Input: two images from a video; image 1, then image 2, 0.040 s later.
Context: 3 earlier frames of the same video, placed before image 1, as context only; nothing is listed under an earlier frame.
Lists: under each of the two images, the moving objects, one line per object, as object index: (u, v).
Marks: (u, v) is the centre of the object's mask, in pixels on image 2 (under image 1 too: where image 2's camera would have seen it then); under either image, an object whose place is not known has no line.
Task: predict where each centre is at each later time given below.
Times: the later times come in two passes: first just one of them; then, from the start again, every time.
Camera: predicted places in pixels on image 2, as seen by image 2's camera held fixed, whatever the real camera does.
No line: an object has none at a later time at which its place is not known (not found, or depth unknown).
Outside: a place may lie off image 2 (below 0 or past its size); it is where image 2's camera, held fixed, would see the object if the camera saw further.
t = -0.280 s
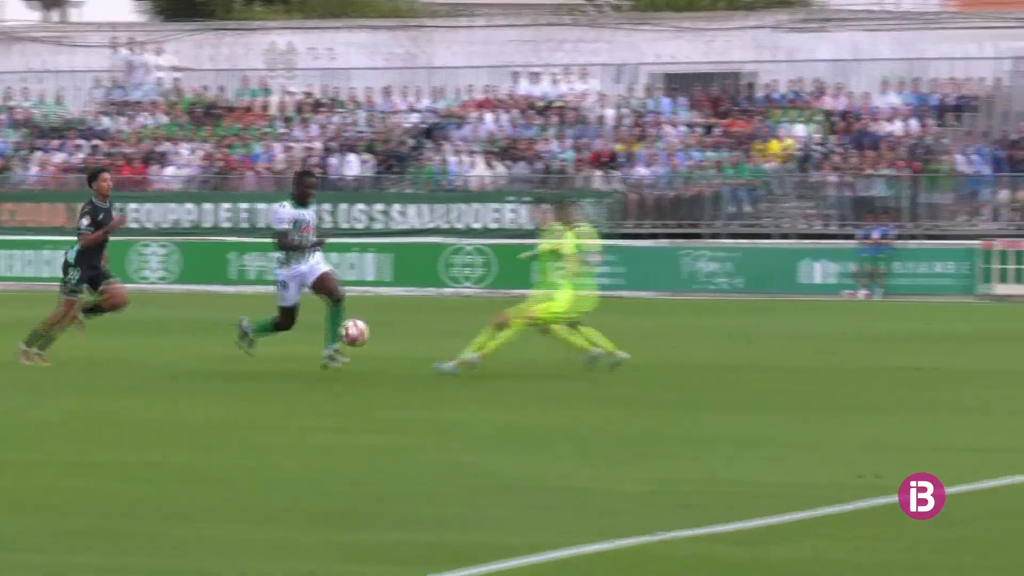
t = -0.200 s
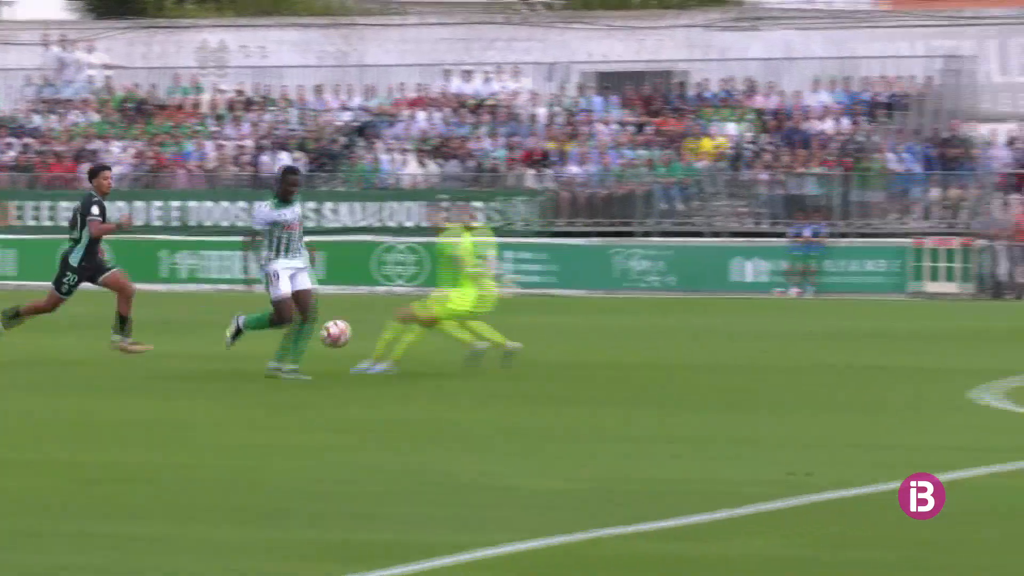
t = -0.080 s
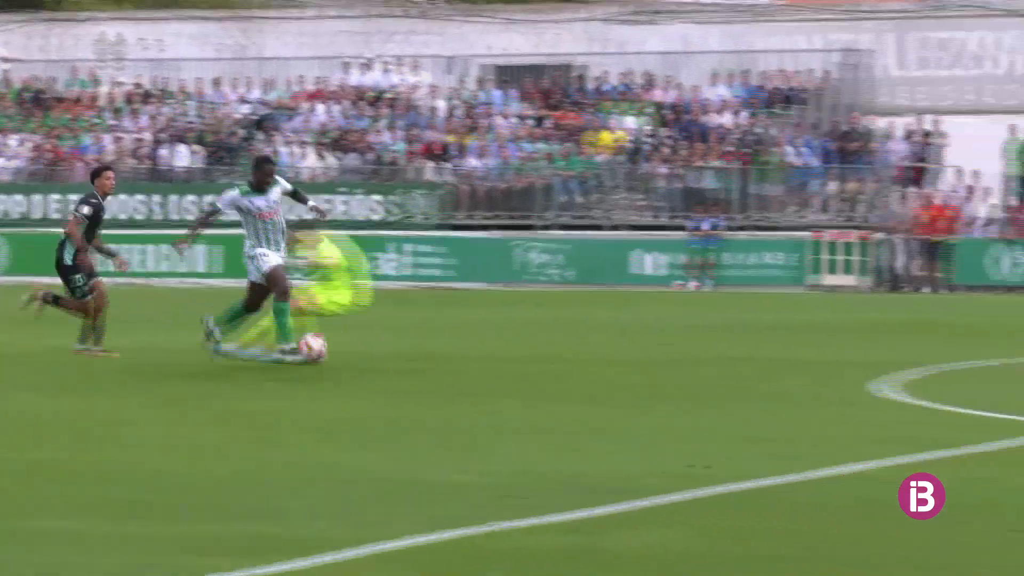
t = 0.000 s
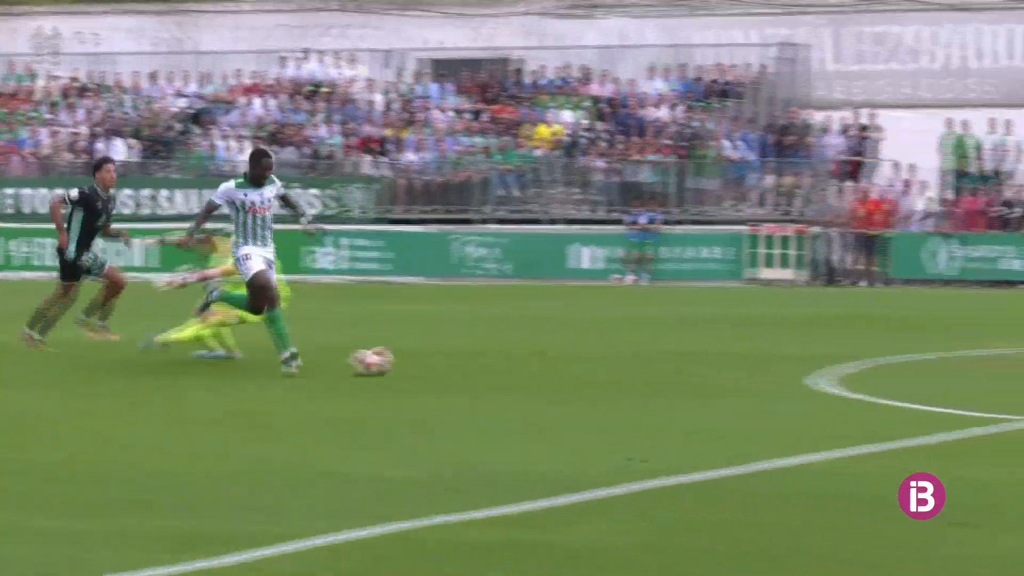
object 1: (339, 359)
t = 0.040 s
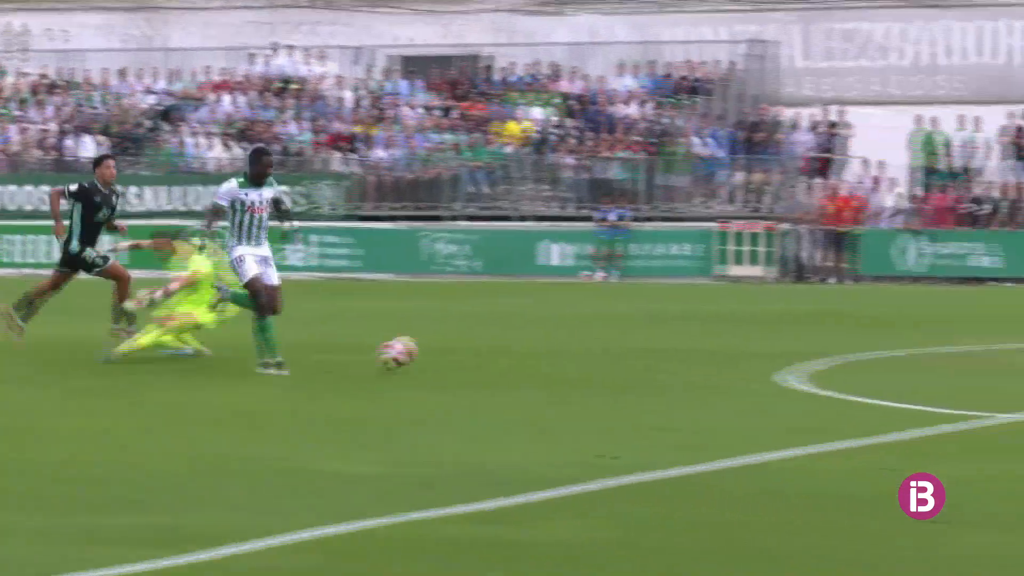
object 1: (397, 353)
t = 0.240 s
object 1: (671, 347)
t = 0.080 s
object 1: (453, 347)
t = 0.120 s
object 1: (507, 343)
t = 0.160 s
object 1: (562, 341)
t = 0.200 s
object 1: (616, 343)
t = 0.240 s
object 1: (671, 347)
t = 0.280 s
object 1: (726, 354)
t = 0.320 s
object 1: (780, 363)
